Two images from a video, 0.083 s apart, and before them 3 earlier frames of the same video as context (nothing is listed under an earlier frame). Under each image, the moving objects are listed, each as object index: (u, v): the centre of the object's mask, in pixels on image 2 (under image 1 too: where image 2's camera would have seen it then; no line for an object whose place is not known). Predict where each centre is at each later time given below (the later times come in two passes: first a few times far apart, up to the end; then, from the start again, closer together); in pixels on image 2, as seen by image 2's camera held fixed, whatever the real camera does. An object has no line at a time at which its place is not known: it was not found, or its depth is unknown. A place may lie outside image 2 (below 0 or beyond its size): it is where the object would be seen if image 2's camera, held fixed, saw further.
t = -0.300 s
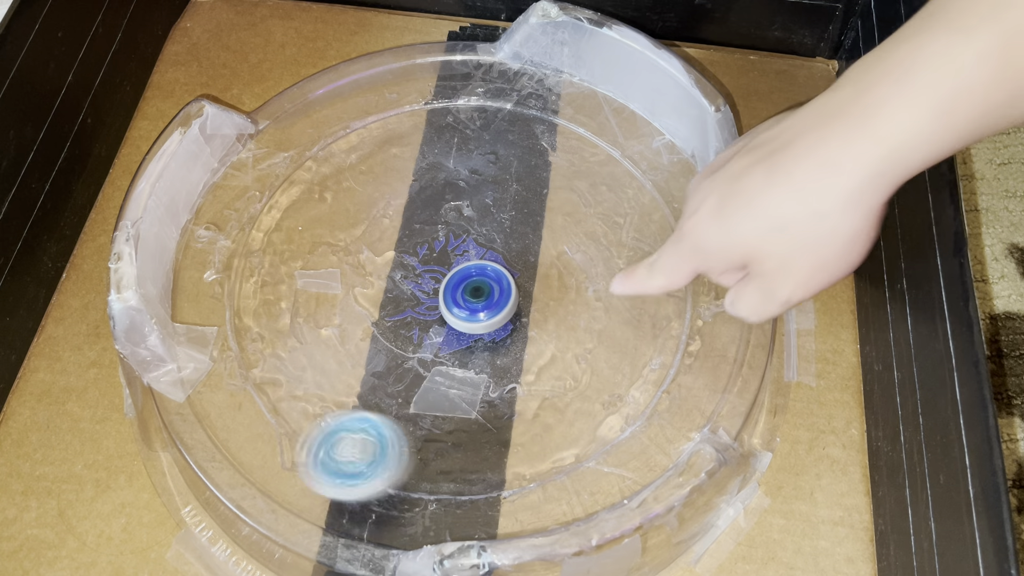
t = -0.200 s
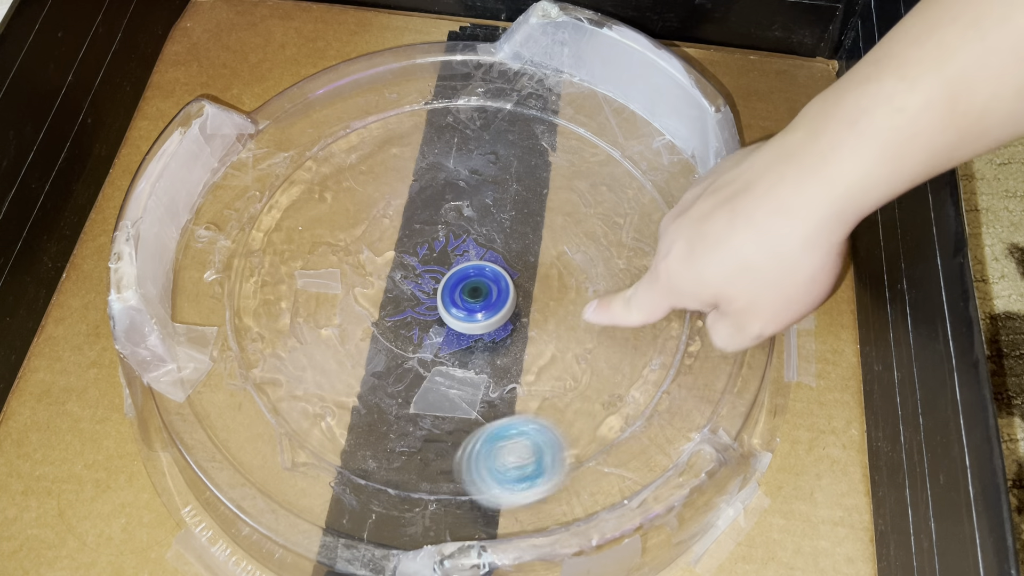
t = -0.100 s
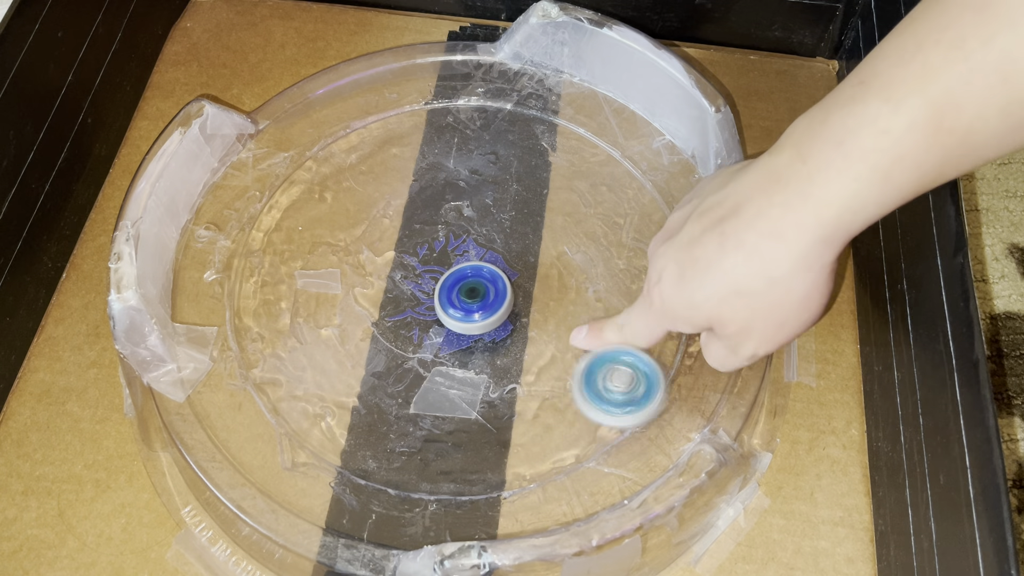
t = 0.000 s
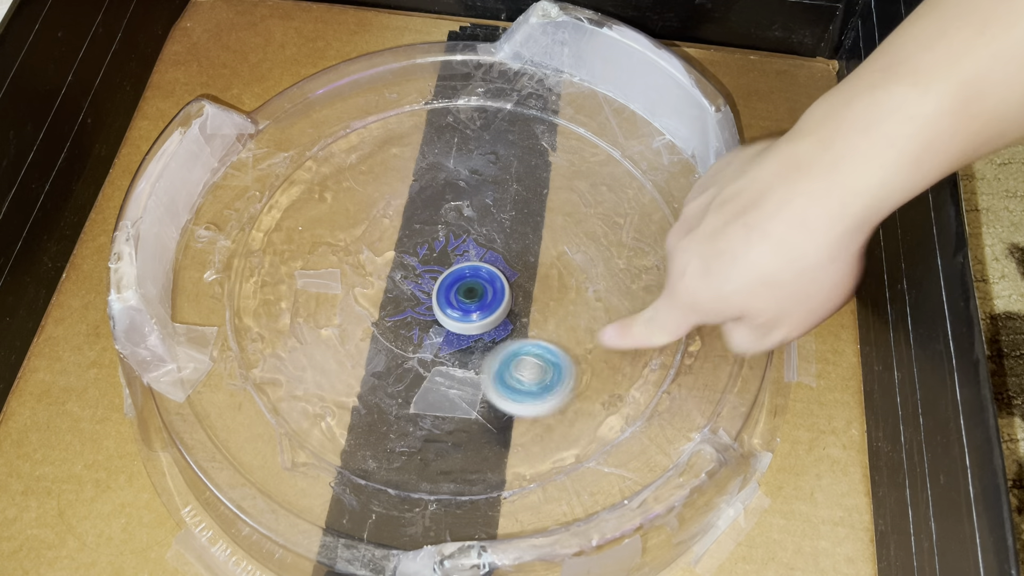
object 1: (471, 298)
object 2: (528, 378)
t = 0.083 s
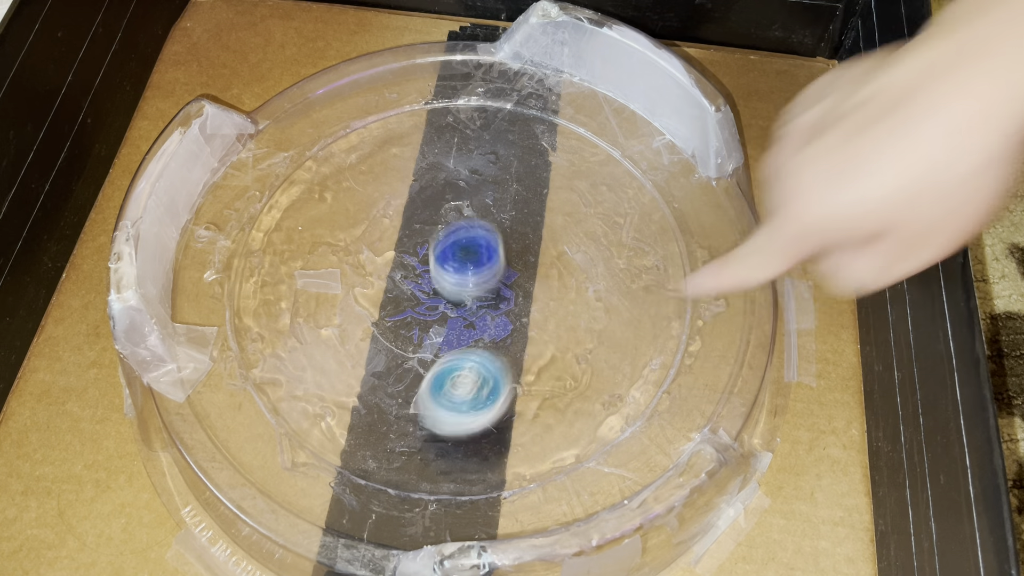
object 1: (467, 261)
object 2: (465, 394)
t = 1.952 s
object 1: (454, 323)
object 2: (409, 207)
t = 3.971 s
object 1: (437, 279)
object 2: (554, 388)
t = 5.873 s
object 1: (474, 289)
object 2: (580, 213)
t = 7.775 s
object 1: (350, 212)
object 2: (478, 399)
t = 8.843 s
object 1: (475, 296)
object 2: (502, 222)
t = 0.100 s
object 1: (464, 236)
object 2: (455, 409)
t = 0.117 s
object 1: (463, 214)
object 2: (447, 425)
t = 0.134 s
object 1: (461, 193)
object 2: (442, 438)
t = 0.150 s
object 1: (458, 172)
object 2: (438, 451)
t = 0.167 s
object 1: (456, 154)
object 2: (434, 465)
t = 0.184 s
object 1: (452, 137)
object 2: (434, 471)
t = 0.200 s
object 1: (448, 118)
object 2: (440, 465)
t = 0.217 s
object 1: (443, 103)
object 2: (447, 461)
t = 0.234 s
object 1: (439, 97)
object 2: (454, 459)
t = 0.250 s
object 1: (435, 95)
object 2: (457, 455)
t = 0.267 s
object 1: (430, 97)
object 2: (459, 452)
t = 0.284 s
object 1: (427, 101)
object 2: (459, 450)
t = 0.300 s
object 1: (424, 112)
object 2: (459, 448)
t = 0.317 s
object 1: (420, 124)
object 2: (458, 446)
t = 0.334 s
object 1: (416, 138)
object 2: (456, 445)
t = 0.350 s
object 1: (412, 152)
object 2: (453, 445)
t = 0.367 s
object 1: (407, 169)
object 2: (450, 444)
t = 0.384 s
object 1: (402, 186)
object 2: (445, 445)
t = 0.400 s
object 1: (397, 203)
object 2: (440, 445)
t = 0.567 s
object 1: (378, 365)
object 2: (380, 460)
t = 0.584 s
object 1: (381, 376)
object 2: (378, 460)
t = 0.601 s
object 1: (384, 383)
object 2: (378, 458)
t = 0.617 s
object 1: (396, 380)
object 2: (372, 463)
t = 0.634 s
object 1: (407, 375)
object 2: (365, 472)
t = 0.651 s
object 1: (421, 369)
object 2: (357, 484)
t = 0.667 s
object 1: (435, 363)
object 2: (352, 496)
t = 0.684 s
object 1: (449, 355)
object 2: (347, 511)
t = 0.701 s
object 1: (462, 346)
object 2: (347, 510)
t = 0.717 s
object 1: (476, 337)
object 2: (352, 501)
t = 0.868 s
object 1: (559, 257)
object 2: (389, 463)
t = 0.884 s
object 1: (564, 250)
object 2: (395, 461)
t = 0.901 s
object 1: (567, 243)
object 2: (399, 457)
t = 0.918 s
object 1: (569, 236)
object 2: (400, 452)
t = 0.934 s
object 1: (570, 231)
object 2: (401, 448)
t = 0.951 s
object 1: (569, 225)
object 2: (400, 444)
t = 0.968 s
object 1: (568, 220)
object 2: (399, 440)
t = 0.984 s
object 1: (564, 217)
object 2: (397, 435)
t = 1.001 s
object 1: (560, 213)
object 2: (395, 430)
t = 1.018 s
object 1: (555, 211)
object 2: (394, 426)
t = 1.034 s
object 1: (549, 209)
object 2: (394, 421)
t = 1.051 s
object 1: (542, 209)
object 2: (396, 416)
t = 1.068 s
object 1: (535, 208)
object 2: (398, 411)
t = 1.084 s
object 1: (527, 209)
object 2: (400, 404)
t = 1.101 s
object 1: (519, 210)
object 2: (401, 397)
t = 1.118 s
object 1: (513, 211)
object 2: (401, 389)
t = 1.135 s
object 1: (506, 213)
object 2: (401, 380)
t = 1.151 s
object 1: (499, 216)
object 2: (399, 371)
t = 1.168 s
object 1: (492, 218)
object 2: (397, 362)
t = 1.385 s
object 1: (430, 266)
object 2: (308, 272)
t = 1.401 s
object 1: (427, 270)
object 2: (299, 270)
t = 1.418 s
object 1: (425, 273)
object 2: (291, 268)
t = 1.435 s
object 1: (423, 277)
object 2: (282, 267)
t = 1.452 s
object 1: (421, 280)
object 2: (274, 267)
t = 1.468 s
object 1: (420, 284)
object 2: (267, 266)
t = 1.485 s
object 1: (419, 288)
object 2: (260, 265)
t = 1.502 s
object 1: (418, 291)
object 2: (254, 264)
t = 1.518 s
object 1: (418, 294)
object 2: (248, 263)
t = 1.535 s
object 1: (418, 298)
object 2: (243, 261)
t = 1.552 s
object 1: (418, 301)
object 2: (241, 261)
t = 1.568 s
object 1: (419, 304)
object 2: (244, 265)
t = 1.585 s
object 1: (420, 307)
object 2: (249, 270)
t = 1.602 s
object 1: (421, 310)
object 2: (253, 273)
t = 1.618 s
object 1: (422, 313)
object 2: (259, 275)
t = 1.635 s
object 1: (424, 315)
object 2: (264, 276)
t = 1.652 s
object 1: (425, 318)
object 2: (269, 276)
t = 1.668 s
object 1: (427, 319)
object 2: (276, 277)
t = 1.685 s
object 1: (428, 320)
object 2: (282, 278)
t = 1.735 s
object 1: (432, 321)
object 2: (308, 284)
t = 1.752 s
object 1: (433, 322)
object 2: (320, 285)
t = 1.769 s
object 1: (434, 322)
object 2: (332, 285)
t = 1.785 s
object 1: (435, 322)
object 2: (344, 283)
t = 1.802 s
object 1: (436, 322)
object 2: (356, 279)
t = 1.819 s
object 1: (437, 322)
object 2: (366, 275)
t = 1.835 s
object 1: (440, 323)
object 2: (375, 268)
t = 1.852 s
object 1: (443, 324)
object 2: (383, 260)
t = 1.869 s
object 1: (446, 324)
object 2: (389, 251)
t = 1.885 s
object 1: (448, 324)
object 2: (395, 243)
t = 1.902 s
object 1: (450, 324)
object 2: (400, 235)
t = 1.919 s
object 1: (452, 324)
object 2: (404, 225)
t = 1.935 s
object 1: (453, 324)
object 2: (407, 216)
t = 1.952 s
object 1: (454, 323)
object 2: (409, 207)
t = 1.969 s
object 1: (455, 322)
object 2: (410, 198)
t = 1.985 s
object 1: (456, 322)
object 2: (410, 189)
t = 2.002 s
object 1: (457, 321)
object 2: (410, 181)
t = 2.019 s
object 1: (458, 320)
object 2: (409, 173)
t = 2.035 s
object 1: (459, 319)
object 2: (407, 165)
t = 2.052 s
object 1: (459, 318)
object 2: (403, 158)
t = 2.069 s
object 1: (460, 317)
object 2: (400, 152)
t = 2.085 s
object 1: (460, 316)
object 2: (395, 146)
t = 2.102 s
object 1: (460, 315)
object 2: (390, 142)
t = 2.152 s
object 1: (461, 313)
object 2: (377, 132)
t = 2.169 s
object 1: (461, 312)
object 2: (373, 131)
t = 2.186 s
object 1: (461, 311)
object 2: (371, 130)
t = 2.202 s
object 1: (461, 310)
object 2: (369, 130)
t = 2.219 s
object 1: (460, 309)
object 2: (367, 131)
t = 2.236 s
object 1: (460, 308)
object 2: (366, 133)
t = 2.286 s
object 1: (459, 305)
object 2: (370, 145)
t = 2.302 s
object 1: (459, 304)
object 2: (371, 151)
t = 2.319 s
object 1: (458, 303)
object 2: (373, 159)
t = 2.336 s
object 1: (458, 303)
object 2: (376, 168)
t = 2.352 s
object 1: (457, 302)
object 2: (380, 176)
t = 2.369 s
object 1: (457, 301)
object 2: (384, 186)
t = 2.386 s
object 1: (457, 300)
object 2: (391, 195)
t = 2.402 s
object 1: (456, 300)
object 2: (398, 203)
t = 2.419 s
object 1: (456, 299)
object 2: (406, 211)
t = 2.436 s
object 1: (455, 299)
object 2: (416, 219)
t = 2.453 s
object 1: (455, 299)
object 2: (426, 224)
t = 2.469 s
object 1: (458, 327)
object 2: (434, 204)
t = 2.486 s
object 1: (461, 368)
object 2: (442, 177)
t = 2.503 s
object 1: (466, 410)
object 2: (447, 153)
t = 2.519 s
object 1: (469, 448)
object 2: (452, 129)
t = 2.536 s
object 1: (472, 481)
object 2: (455, 110)
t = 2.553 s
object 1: (479, 497)
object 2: (457, 95)
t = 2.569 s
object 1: (485, 487)
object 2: (458, 87)
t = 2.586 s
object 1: (491, 475)
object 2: (459, 83)
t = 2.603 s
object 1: (498, 465)
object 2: (460, 81)
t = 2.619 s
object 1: (504, 457)
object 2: (461, 78)
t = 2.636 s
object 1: (510, 451)
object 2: (460, 74)
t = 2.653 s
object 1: (515, 448)
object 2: (460, 70)
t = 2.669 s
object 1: (521, 446)
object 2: (461, 66)
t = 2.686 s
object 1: (526, 441)
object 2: (462, 62)
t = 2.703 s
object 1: (529, 428)
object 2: (464, 58)
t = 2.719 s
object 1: (532, 416)
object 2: (466, 53)
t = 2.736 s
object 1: (534, 405)
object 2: (468, 49)
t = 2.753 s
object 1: (536, 390)
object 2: (471, 45)
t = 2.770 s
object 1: (537, 376)
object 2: (470, 45)
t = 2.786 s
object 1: (538, 362)
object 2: (469, 45)
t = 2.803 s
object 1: (537, 349)
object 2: (467, 46)
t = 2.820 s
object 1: (535, 334)
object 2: (463, 48)
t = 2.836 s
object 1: (533, 320)
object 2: (460, 51)
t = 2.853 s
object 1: (530, 306)
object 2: (458, 53)
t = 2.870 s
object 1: (526, 292)
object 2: (457, 55)
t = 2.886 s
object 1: (523, 279)
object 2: (457, 58)
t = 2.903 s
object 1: (518, 267)
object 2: (459, 61)
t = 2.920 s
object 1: (513, 255)
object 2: (462, 65)
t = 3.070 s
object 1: (462, 187)
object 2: (506, 119)
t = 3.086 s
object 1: (456, 184)
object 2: (510, 126)
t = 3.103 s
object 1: (451, 182)
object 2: (514, 134)
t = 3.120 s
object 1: (446, 182)
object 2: (518, 140)
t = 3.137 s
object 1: (440, 182)
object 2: (522, 149)
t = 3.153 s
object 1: (436, 183)
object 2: (527, 156)
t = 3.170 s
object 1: (431, 184)
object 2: (531, 164)
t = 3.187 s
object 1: (428, 186)
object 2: (536, 172)
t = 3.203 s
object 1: (424, 188)
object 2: (540, 179)
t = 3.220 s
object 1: (421, 190)
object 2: (546, 187)
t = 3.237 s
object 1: (418, 193)
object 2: (552, 193)
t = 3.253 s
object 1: (415, 197)
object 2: (557, 201)
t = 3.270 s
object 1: (413, 200)
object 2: (562, 208)
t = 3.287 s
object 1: (411, 204)
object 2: (567, 214)
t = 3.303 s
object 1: (410, 208)
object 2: (573, 220)
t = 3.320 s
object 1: (409, 212)
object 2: (578, 226)
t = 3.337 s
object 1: (408, 216)
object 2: (584, 233)
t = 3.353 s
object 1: (408, 220)
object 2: (589, 238)
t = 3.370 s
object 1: (407, 224)
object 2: (594, 244)
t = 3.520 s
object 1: (412, 253)
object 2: (639, 290)
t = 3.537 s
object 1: (412, 255)
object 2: (643, 296)
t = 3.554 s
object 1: (413, 257)
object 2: (646, 301)
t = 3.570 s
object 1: (414, 259)
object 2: (650, 307)
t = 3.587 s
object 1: (415, 261)
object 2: (653, 312)
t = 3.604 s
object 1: (415, 262)
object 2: (655, 318)
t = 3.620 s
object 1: (416, 264)
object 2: (657, 324)
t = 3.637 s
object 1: (417, 265)
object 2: (659, 329)
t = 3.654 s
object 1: (418, 266)
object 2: (660, 335)
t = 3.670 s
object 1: (418, 267)
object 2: (660, 342)
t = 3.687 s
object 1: (419, 268)
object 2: (661, 348)
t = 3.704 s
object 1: (420, 269)
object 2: (659, 352)
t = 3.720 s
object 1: (421, 270)
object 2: (653, 352)
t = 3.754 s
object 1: (423, 272)
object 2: (639, 353)
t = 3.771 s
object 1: (424, 273)
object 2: (633, 354)
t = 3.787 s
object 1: (425, 274)
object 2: (627, 356)
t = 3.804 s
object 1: (426, 275)
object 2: (621, 360)
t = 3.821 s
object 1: (427, 276)
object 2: (615, 363)
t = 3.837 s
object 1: (428, 276)
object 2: (609, 367)
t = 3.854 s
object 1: (429, 276)
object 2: (603, 371)
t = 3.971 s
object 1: (437, 279)
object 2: (554, 388)
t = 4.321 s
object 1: (453, 278)
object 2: (385, 398)
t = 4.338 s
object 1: (453, 278)
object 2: (378, 397)
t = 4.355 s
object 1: (454, 277)
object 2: (371, 396)
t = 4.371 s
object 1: (454, 277)
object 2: (365, 394)
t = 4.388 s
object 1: (455, 277)
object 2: (359, 392)
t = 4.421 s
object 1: (455, 277)
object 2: (348, 389)
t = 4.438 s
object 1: (456, 277)
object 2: (343, 386)
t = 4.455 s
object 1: (456, 277)
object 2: (339, 384)
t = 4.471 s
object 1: (457, 276)
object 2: (335, 381)
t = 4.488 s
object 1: (457, 276)
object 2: (331, 378)
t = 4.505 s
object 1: (458, 276)
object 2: (328, 374)
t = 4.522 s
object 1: (458, 276)
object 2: (326, 370)
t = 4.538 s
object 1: (459, 276)
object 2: (324, 366)
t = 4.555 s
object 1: (459, 276)
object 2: (323, 361)
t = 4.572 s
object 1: (460, 276)
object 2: (322, 357)
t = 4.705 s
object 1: (463, 277)
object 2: (323, 312)
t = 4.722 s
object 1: (463, 277)
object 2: (324, 307)
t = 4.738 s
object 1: (463, 277)
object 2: (325, 301)
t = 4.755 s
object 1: (464, 277)
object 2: (326, 294)
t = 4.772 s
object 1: (464, 277)
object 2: (327, 288)
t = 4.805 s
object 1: (465, 277)
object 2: (330, 276)
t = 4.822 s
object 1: (465, 277)
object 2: (331, 269)
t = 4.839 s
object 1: (465, 277)
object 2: (332, 263)
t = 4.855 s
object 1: (465, 277)
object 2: (333, 257)
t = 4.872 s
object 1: (466, 277)
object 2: (334, 251)
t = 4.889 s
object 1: (466, 277)
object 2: (335, 245)
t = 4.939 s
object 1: (467, 277)
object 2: (338, 227)
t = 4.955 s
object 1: (467, 277)
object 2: (339, 223)
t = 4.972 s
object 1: (468, 277)
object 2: (340, 217)
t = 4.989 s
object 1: (468, 277)
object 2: (341, 212)
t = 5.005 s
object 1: (468, 277)
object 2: (343, 208)
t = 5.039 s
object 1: (469, 278)
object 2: (345, 199)
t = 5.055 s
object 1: (469, 278)
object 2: (348, 195)
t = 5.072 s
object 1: (469, 278)
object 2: (349, 191)
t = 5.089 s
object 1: (469, 279)
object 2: (352, 188)
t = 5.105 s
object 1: (470, 279)
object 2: (354, 185)
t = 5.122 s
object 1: (470, 279)
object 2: (356, 182)
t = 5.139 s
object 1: (470, 279)
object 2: (359, 180)
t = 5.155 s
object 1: (470, 279)
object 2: (362, 179)
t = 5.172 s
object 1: (470, 279)
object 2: (366, 178)
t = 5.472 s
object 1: (472, 283)
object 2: (473, 189)
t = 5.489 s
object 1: (473, 283)
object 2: (480, 190)
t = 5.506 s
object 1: (473, 283)
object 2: (487, 190)
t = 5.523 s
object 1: (473, 284)
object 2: (493, 191)
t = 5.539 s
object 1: (473, 284)
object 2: (500, 191)
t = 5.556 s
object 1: (473, 284)
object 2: (506, 192)
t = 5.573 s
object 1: (473, 284)
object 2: (512, 193)
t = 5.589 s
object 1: (474, 285)
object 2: (518, 193)
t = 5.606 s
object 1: (474, 285)
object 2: (524, 194)
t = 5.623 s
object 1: (474, 285)
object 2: (530, 194)
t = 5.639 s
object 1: (474, 285)
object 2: (536, 195)
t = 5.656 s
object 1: (474, 286)
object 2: (540, 196)
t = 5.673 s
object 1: (474, 286)
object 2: (547, 196)
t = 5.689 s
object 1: (474, 286)
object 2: (551, 197)
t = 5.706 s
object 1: (474, 287)
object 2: (556, 197)
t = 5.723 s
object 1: (474, 287)
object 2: (560, 198)
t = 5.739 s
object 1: (474, 287)
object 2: (565, 199)
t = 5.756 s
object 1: (474, 287)
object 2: (569, 200)
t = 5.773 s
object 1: (474, 288)
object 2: (572, 201)
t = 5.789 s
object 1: (474, 288)
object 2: (575, 203)
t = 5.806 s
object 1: (474, 288)
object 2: (577, 204)
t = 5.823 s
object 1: (474, 288)
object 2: (579, 206)
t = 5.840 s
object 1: (474, 288)
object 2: (579, 208)
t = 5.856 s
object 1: (474, 289)
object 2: (580, 210)
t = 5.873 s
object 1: (474, 289)
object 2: (580, 213)
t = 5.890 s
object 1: (474, 289)
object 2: (579, 217)
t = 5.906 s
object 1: (474, 290)
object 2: (578, 220)
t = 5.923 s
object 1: (474, 290)
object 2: (577, 224)
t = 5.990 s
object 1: (474, 291)
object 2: (570, 244)
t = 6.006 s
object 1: (474, 291)
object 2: (568, 249)
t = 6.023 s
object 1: (474, 291)
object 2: (566, 254)
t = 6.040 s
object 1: (474, 292)
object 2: (564, 260)
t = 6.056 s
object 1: (473, 292)
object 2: (562, 266)
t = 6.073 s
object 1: (473, 292)
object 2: (560, 272)
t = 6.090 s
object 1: (473, 292)
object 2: (558, 278)
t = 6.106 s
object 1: (473, 293)
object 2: (556, 283)
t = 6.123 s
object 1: (472, 293)
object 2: (554, 289)
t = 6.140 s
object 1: (464, 291)
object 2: (559, 297)
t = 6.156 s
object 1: (452, 289)
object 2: (566, 302)
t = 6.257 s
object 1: (399, 277)
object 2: (593, 327)
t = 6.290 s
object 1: (390, 275)
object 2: (600, 333)
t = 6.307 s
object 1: (387, 275)
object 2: (603, 336)
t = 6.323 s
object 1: (385, 275)
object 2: (605, 339)
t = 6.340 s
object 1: (384, 276)
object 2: (607, 341)
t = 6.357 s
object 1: (384, 276)
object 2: (609, 342)
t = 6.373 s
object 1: (384, 277)
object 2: (609, 344)
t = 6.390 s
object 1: (384, 278)
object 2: (609, 344)
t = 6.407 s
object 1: (385, 279)
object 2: (608, 344)
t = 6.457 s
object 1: (388, 283)
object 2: (601, 344)
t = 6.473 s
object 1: (389, 285)
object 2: (596, 343)
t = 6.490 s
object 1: (390, 286)
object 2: (591, 343)
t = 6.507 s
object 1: (392, 287)
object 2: (585, 342)
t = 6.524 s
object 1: (393, 288)
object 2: (578, 340)
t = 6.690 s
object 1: (406, 297)
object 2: (498, 336)
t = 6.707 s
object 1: (408, 298)
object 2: (490, 336)
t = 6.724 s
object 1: (409, 299)
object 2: (483, 335)
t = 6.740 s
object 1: (407, 297)
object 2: (478, 337)
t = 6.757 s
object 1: (399, 289)
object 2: (478, 343)
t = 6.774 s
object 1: (391, 281)
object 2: (477, 348)
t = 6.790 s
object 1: (384, 273)
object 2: (475, 351)
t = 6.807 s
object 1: (378, 266)
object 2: (470, 354)
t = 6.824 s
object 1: (372, 259)
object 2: (466, 356)
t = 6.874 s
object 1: (360, 243)
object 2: (455, 364)
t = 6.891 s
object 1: (358, 239)
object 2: (451, 367)
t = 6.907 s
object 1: (356, 236)
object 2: (448, 368)
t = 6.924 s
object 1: (356, 234)
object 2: (445, 370)
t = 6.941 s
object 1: (356, 233)
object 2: (442, 372)
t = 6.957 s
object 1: (356, 232)
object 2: (440, 373)
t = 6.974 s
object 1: (356, 232)
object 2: (437, 374)
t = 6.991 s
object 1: (358, 233)
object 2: (434, 373)
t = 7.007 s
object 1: (359, 235)
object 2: (430, 373)
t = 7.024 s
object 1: (361, 237)
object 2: (428, 373)
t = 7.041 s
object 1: (363, 240)
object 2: (427, 372)
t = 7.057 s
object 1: (366, 243)
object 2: (426, 371)
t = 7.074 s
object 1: (368, 246)
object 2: (425, 368)
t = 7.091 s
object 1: (370, 249)
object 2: (424, 366)
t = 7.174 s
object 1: (387, 266)
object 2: (421, 348)
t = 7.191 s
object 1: (390, 269)
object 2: (419, 343)
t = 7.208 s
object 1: (393, 271)
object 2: (417, 339)
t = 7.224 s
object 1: (397, 266)
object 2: (414, 343)
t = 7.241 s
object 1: (399, 240)
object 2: (415, 363)
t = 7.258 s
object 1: (402, 217)
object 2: (415, 389)
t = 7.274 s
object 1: (405, 195)
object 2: (416, 404)
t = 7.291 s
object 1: (408, 173)
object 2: (418, 416)
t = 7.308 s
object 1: (410, 152)
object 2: (420, 426)
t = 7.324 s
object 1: (411, 133)
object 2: (424, 432)
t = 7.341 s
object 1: (413, 114)
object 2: (428, 436)
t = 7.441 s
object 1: (430, 73)
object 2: (444, 465)
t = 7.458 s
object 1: (432, 71)
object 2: (447, 470)
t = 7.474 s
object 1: (432, 70)
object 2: (449, 474)
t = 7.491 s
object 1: (432, 70)
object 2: (454, 473)
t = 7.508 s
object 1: (431, 70)
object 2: (459, 469)
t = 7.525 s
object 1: (429, 72)
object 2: (463, 465)
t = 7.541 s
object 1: (426, 74)
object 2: (467, 462)
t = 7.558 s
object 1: (423, 78)
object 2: (469, 459)
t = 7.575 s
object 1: (419, 83)
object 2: (471, 457)
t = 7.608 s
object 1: (408, 96)
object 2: (473, 452)
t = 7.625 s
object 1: (401, 104)
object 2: (474, 449)
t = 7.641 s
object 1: (395, 113)
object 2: (475, 444)
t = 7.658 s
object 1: (388, 124)
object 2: (475, 439)
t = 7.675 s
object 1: (382, 135)
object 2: (476, 434)
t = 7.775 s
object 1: (350, 212)
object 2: (478, 399)
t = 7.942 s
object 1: (364, 345)
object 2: (480, 335)
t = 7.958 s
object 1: (370, 355)
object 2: (480, 329)
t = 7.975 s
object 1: (377, 363)
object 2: (480, 322)
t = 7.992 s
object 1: (384, 370)
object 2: (481, 316)
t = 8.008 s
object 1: (391, 376)
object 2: (482, 310)
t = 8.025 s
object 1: (399, 381)
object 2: (483, 304)
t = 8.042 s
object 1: (406, 385)
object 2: (484, 297)
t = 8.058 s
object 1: (415, 388)
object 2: (486, 291)
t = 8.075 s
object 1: (422, 390)
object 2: (487, 285)
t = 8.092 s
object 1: (430, 390)
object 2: (488, 278)
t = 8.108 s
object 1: (437, 390)
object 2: (490, 273)
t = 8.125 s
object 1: (444, 389)
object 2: (492, 267)
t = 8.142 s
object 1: (450, 387)
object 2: (494, 261)
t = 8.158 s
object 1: (456, 385)
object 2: (496, 254)
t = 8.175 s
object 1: (460, 382)
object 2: (499, 248)
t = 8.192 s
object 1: (465, 380)
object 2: (501, 243)
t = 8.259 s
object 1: (476, 368)
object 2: (511, 220)
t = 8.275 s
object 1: (478, 364)
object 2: (514, 215)
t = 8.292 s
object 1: (480, 361)
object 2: (516, 210)
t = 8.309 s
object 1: (481, 358)
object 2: (519, 205)
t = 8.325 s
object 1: (482, 355)
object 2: (522, 200)
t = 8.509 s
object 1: (488, 326)
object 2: (543, 161)
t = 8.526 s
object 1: (488, 324)
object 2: (543, 159)
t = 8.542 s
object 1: (488, 321)
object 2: (543, 157)
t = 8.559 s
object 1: (488, 319)
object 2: (542, 157)
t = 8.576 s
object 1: (488, 317)
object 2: (540, 157)
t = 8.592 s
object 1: (487, 315)
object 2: (537, 159)
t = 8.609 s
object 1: (487, 313)
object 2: (534, 161)
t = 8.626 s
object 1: (487, 311)
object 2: (532, 165)
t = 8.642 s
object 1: (486, 310)
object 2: (530, 169)
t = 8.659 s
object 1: (486, 308)
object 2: (527, 173)
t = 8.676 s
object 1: (485, 306)
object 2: (525, 177)
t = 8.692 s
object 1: (485, 304)
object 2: (522, 182)
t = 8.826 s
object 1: (478, 293)
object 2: (503, 220)
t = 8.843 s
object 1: (475, 296)
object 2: (502, 222)
